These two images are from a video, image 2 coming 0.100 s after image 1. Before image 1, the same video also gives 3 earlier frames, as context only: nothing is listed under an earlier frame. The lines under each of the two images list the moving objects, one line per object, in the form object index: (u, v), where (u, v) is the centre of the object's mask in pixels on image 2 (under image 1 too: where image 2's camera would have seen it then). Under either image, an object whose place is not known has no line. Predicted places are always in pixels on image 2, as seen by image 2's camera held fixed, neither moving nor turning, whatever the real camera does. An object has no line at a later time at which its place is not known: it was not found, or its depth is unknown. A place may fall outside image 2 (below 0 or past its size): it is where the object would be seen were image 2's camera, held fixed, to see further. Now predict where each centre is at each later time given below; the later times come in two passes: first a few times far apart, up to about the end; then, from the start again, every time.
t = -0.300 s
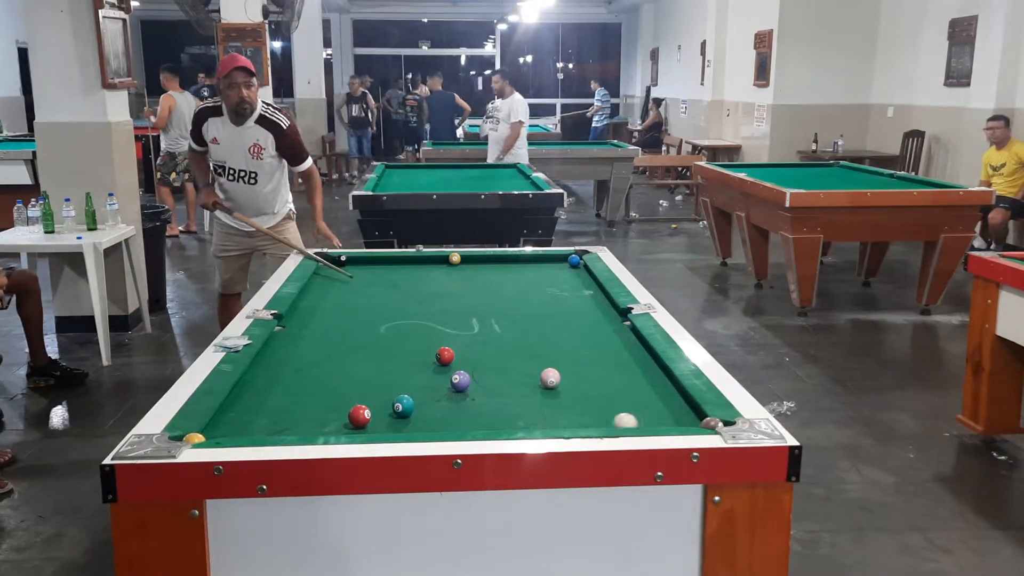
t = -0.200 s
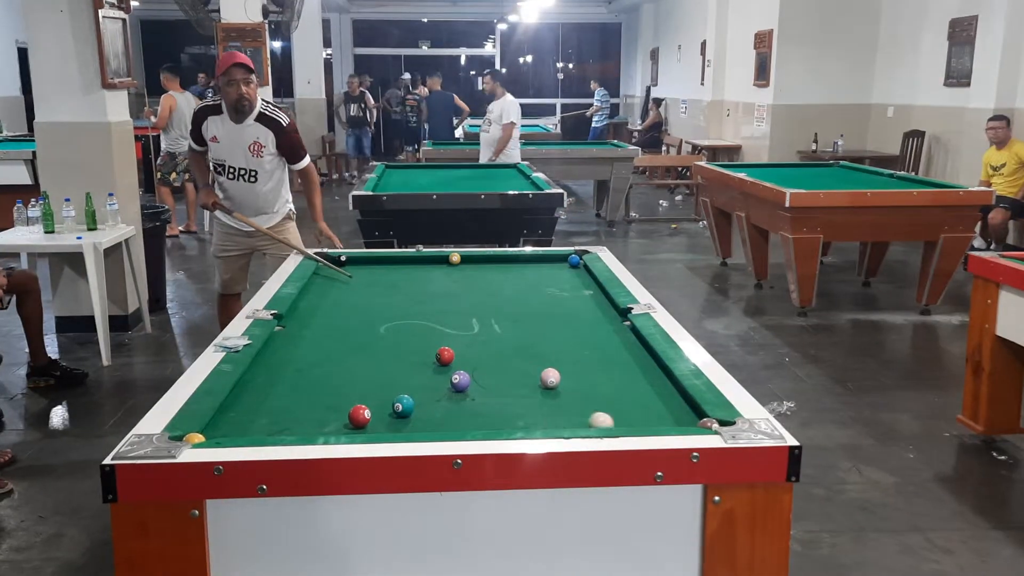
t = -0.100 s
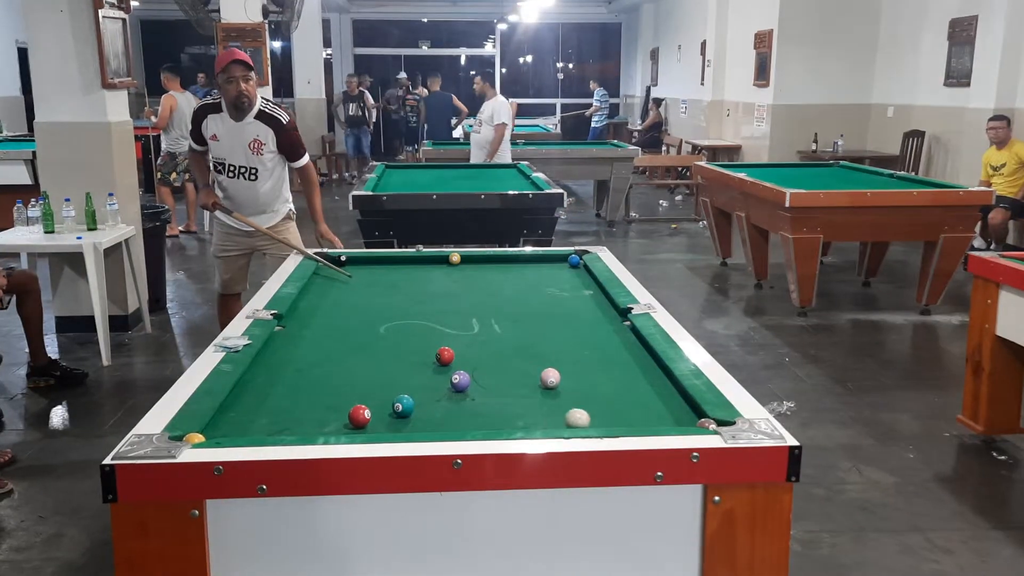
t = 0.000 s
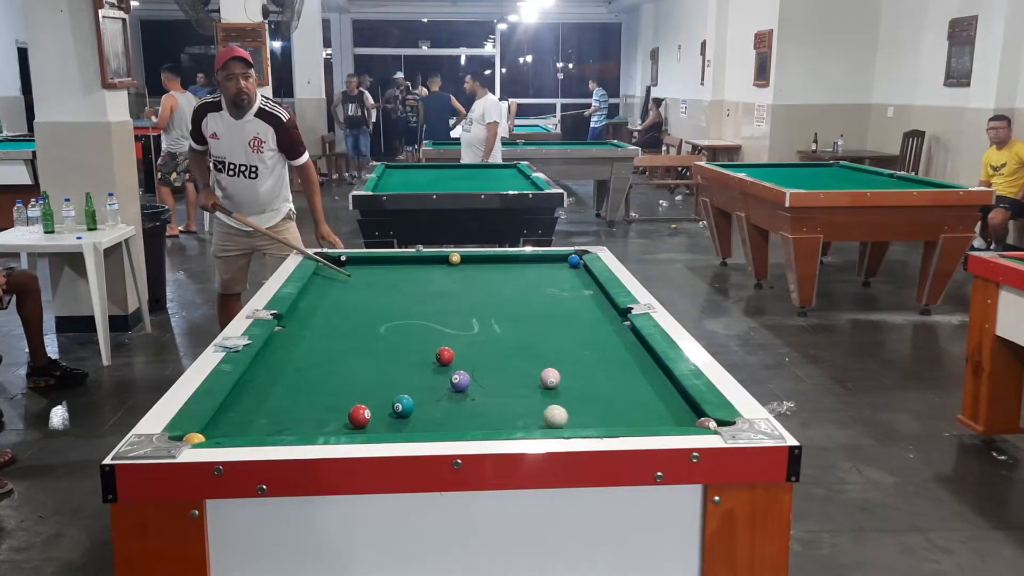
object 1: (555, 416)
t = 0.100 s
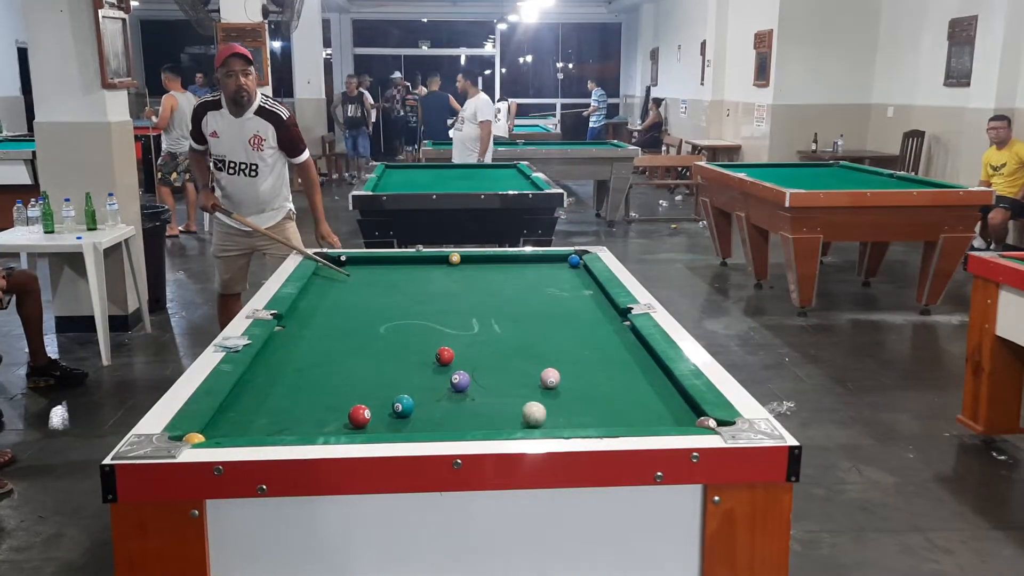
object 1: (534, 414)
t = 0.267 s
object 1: (501, 408)
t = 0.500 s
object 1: (458, 401)
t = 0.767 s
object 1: (415, 393)
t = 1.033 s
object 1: (375, 388)
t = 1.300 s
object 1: (340, 382)
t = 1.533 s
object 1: (313, 378)
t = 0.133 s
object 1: (527, 413)
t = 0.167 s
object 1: (520, 412)
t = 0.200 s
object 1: (514, 410)
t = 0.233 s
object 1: (507, 410)
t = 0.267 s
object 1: (501, 408)
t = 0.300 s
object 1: (494, 407)
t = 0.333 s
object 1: (488, 406)
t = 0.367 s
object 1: (482, 405)
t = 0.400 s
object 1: (476, 404)
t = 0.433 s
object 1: (469, 403)
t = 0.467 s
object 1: (464, 402)
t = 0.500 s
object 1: (458, 401)
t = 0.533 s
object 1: (452, 400)
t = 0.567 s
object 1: (446, 399)
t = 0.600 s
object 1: (441, 398)
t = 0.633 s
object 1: (435, 397)
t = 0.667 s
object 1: (430, 396)
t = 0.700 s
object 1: (424, 396)
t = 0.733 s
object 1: (420, 394)
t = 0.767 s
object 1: (415, 393)
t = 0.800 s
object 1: (410, 390)
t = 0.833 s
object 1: (404, 389)
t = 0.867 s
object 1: (398, 389)
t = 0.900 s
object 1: (393, 389)
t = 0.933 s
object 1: (388, 390)
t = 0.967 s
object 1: (384, 389)
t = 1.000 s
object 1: (379, 388)
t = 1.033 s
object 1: (375, 388)
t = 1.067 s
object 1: (370, 387)
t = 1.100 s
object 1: (366, 386)
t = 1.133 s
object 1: (361, 385)
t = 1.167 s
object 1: (357, 385)
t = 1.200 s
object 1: (353, 384)
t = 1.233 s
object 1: (348, 383)
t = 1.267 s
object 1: (344, 383)
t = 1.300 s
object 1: (340, 382)
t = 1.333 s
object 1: (336, 382)
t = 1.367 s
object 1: (332, 381)
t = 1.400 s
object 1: (328, 380)
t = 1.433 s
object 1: (324, 380)
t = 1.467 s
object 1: (321, 379)
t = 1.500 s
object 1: (317, 379)
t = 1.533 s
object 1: (313, 378)
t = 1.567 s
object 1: (310, 377)
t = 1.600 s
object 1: (306, 377)
